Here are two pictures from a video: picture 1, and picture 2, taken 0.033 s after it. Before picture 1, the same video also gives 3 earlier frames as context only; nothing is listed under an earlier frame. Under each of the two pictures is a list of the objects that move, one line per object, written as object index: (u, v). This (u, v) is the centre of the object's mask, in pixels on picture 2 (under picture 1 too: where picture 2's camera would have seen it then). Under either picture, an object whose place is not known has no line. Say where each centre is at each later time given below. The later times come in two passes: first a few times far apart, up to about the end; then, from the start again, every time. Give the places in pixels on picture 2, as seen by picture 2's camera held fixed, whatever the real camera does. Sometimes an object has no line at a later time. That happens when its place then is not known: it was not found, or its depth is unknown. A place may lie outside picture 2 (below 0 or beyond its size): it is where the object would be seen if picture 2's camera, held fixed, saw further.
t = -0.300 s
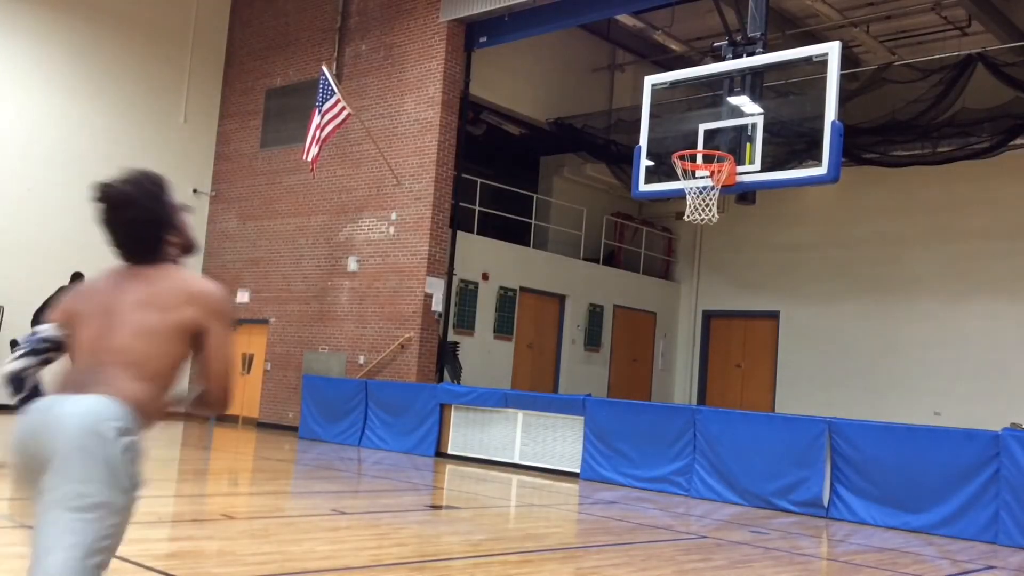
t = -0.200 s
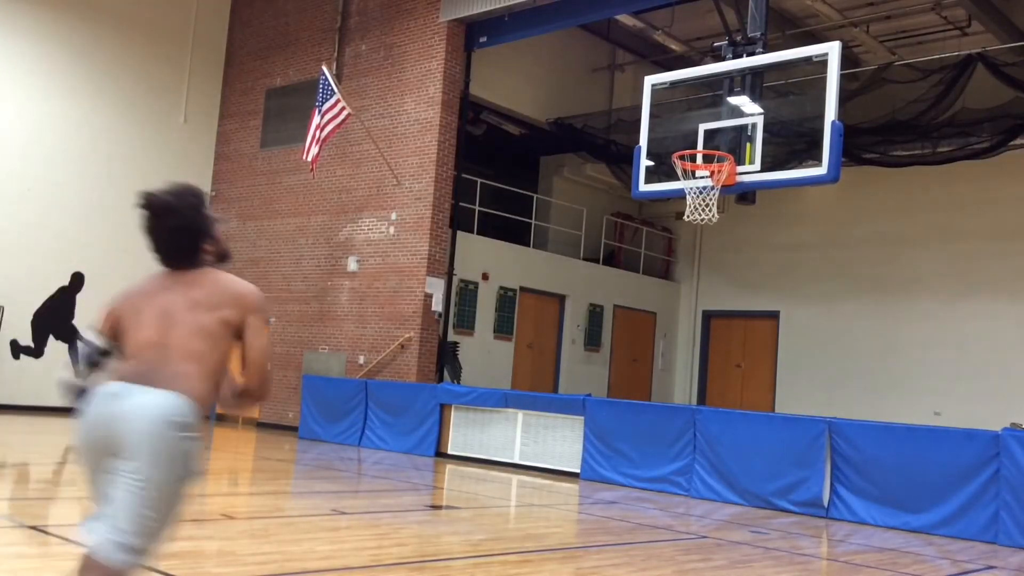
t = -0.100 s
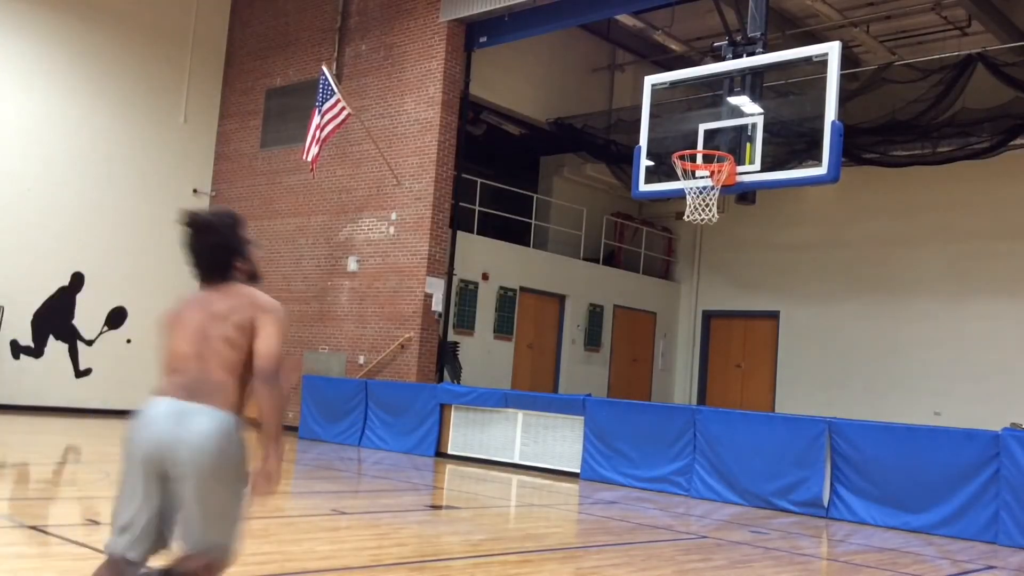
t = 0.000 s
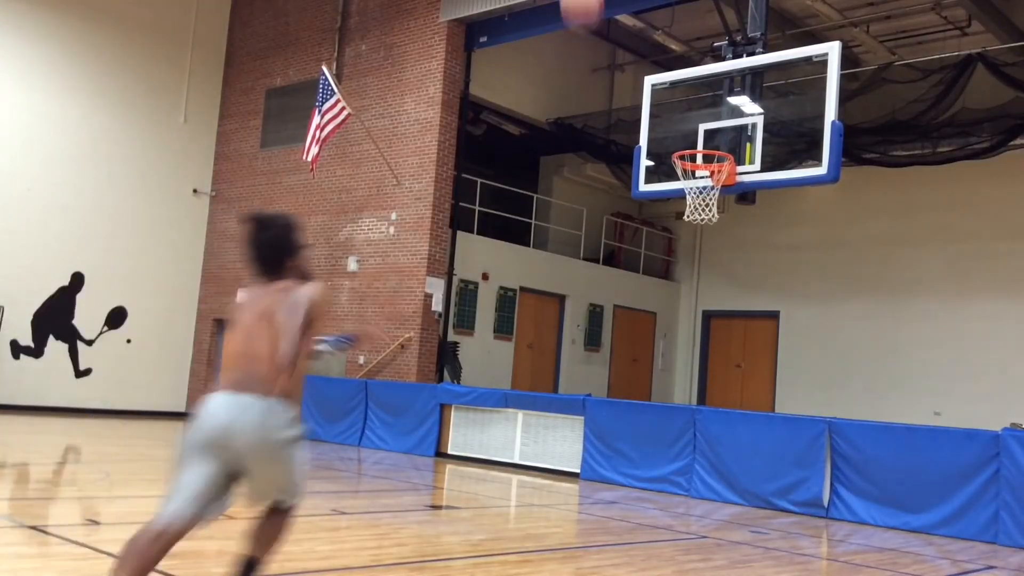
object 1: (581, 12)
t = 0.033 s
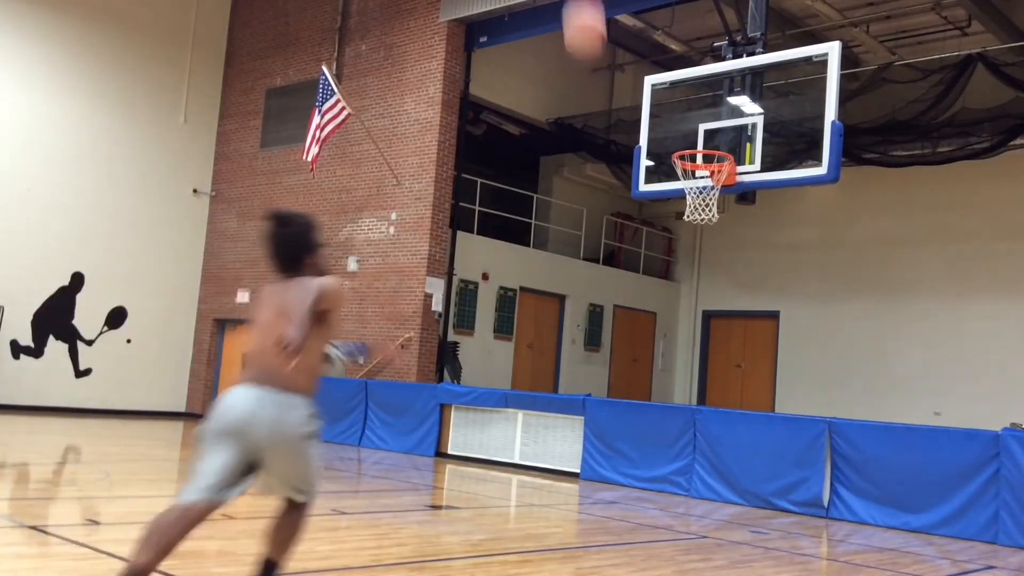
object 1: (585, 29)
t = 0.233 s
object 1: (601, 235)
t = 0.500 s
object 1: (615, 532)
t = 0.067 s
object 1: (588, 62)
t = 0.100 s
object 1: (591, 96)
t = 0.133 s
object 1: (594, 128)
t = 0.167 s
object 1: (596, 167)
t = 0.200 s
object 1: (599, 199)
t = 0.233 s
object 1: (601, 235)
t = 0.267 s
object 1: (603, 273)
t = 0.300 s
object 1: (605, 310)
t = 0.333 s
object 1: (606, 347)
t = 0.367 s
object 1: (608, 388)
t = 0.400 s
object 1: (610, 427)
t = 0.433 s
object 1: (612, 466)
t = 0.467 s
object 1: (614, 512)
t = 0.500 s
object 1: (615, 532)
